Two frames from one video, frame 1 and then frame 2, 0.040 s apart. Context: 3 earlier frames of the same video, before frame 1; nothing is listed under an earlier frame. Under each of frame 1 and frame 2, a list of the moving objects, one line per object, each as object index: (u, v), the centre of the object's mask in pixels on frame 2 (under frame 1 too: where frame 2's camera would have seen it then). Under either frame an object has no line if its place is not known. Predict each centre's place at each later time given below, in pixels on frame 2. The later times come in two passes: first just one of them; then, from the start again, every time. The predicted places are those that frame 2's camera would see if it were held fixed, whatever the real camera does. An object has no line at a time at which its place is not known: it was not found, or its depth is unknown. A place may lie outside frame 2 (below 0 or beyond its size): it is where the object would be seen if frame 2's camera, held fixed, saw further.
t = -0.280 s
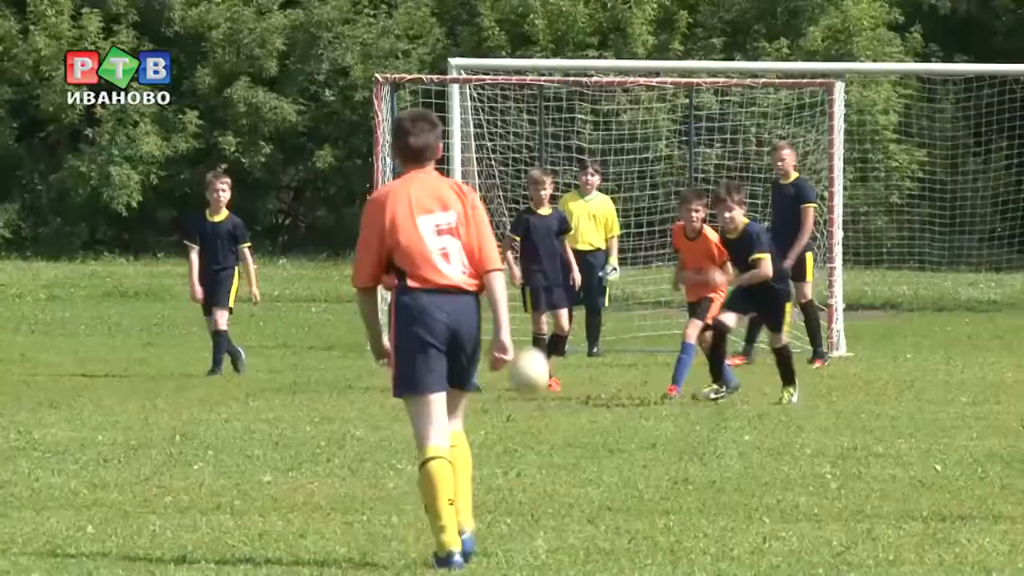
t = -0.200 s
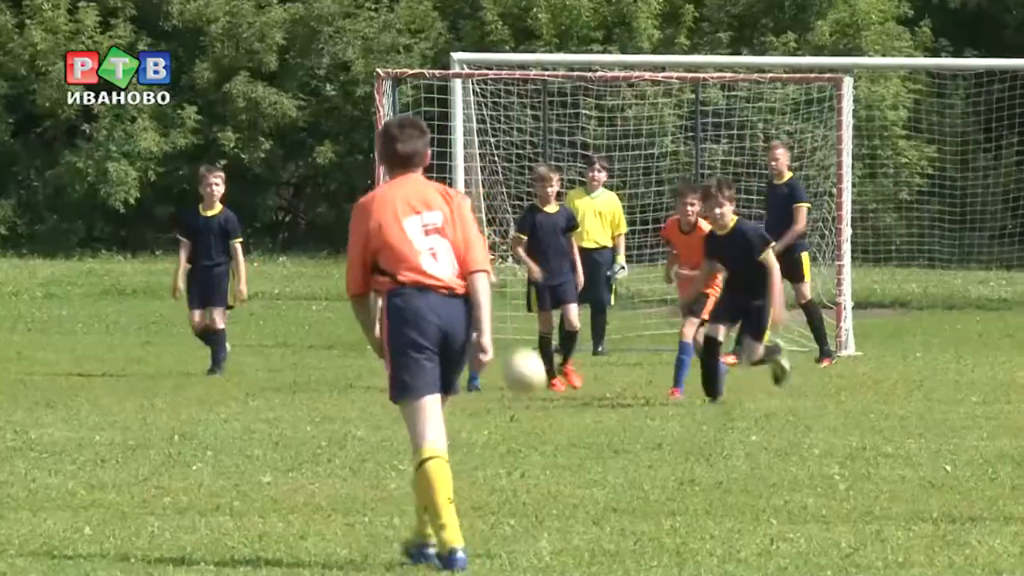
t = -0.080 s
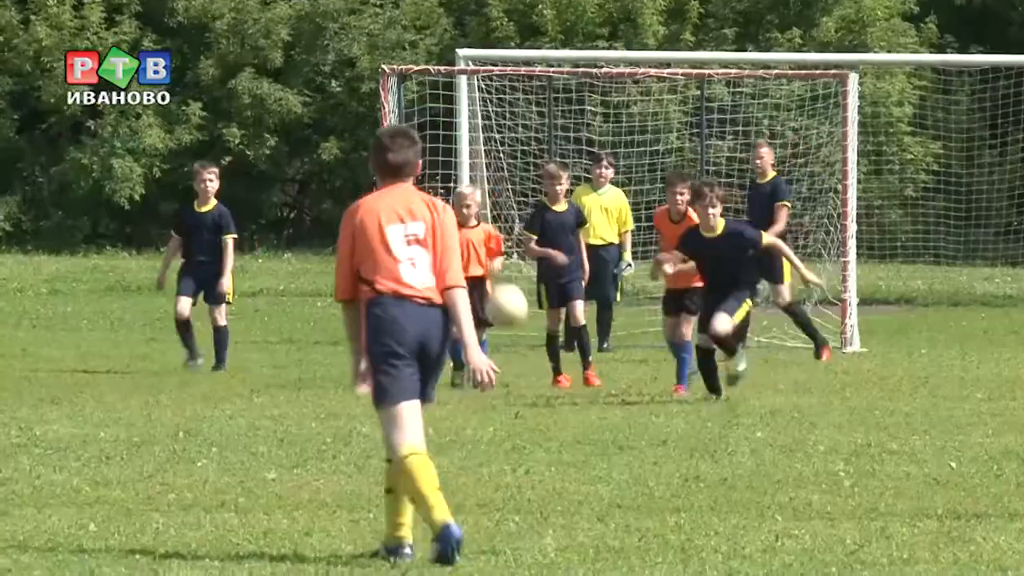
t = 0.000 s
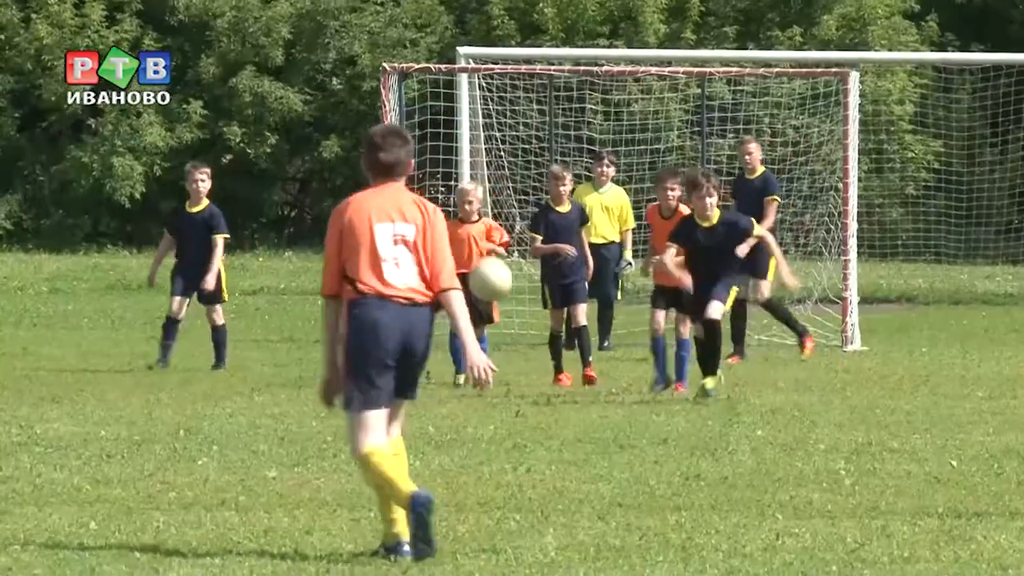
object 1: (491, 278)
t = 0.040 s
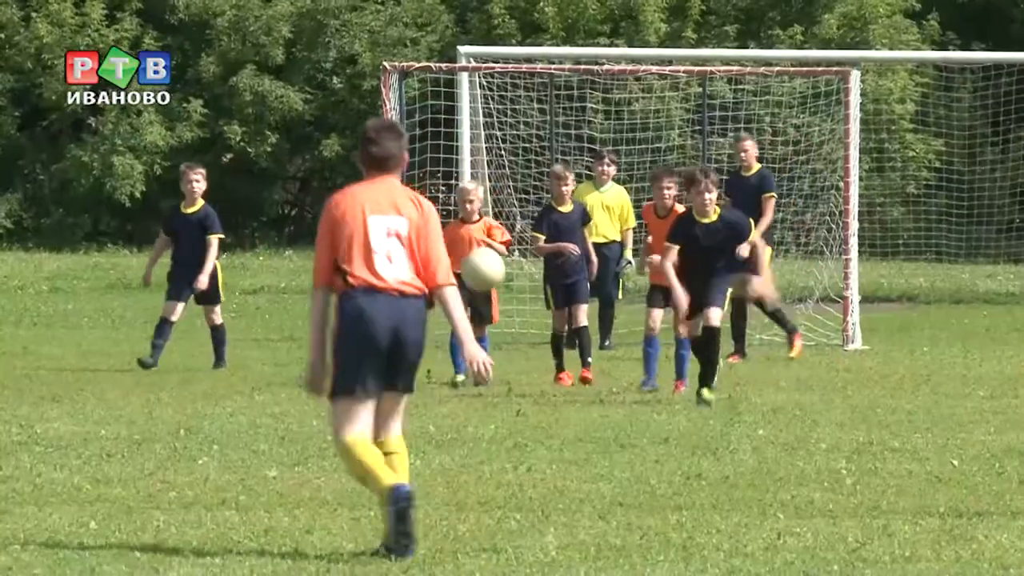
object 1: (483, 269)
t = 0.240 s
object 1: (442, 276)
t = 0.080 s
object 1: (474, 264)
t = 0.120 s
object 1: (466, 263)
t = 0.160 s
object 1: (459, 264)
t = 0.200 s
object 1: (450, 268)
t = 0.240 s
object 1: (442, 276)
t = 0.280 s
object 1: (434, 287)
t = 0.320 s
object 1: (425, 302)
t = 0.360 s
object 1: (417, 320)
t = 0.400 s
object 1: (411, 340)
